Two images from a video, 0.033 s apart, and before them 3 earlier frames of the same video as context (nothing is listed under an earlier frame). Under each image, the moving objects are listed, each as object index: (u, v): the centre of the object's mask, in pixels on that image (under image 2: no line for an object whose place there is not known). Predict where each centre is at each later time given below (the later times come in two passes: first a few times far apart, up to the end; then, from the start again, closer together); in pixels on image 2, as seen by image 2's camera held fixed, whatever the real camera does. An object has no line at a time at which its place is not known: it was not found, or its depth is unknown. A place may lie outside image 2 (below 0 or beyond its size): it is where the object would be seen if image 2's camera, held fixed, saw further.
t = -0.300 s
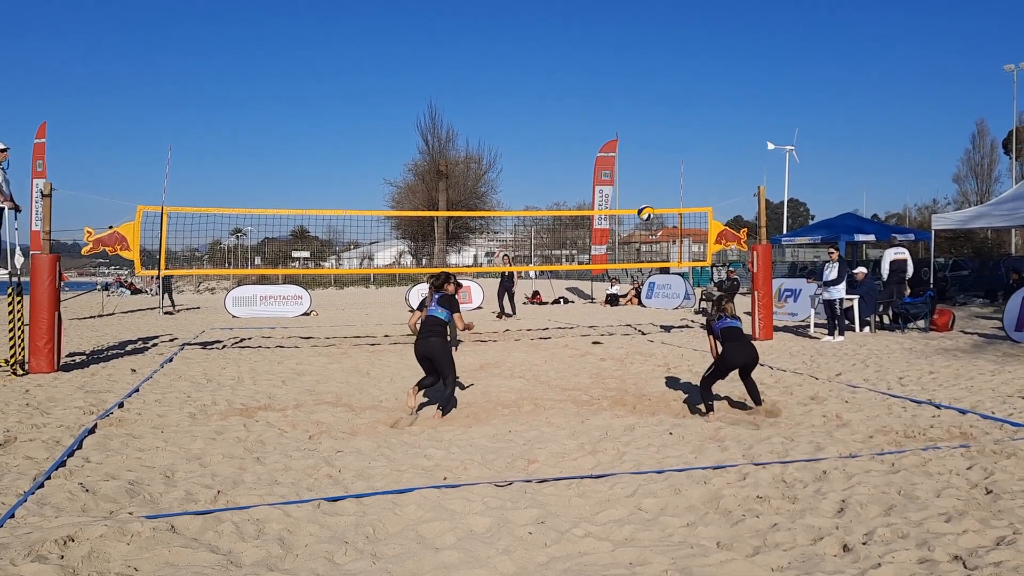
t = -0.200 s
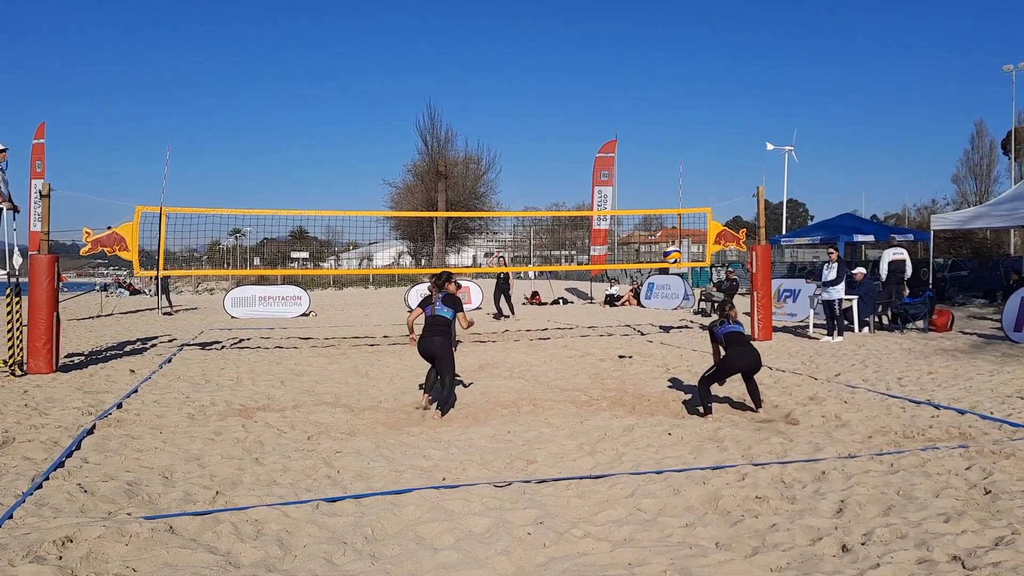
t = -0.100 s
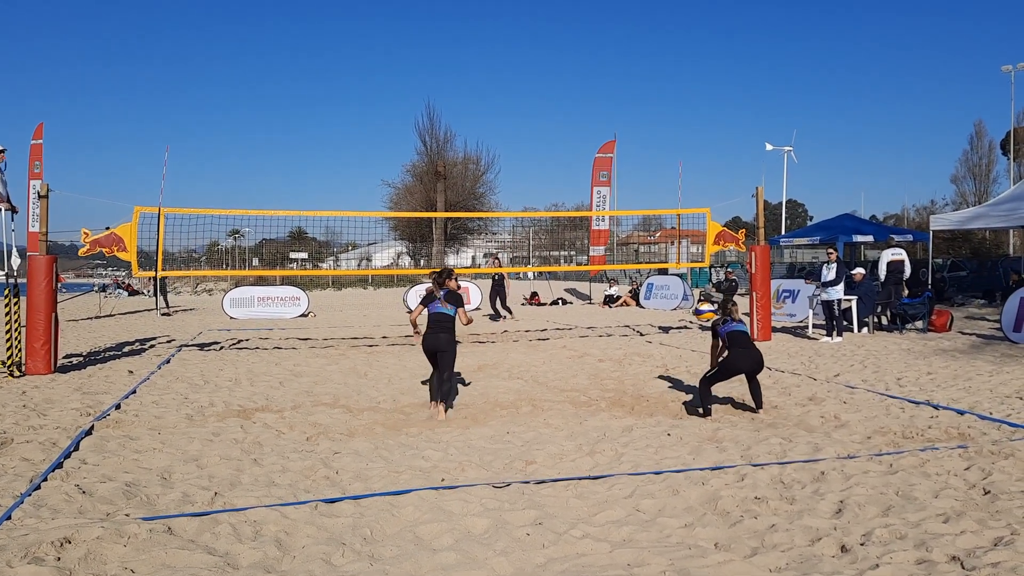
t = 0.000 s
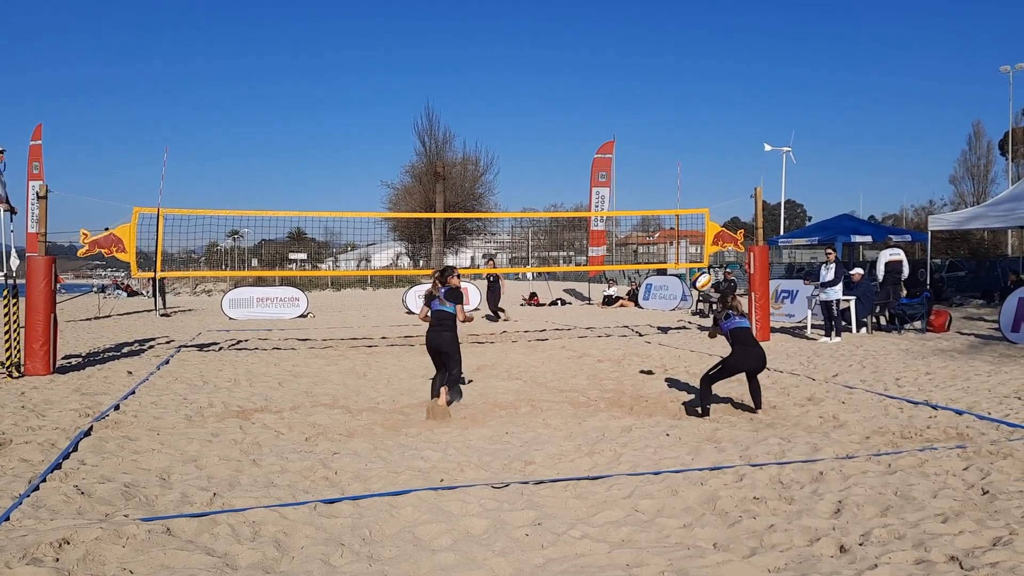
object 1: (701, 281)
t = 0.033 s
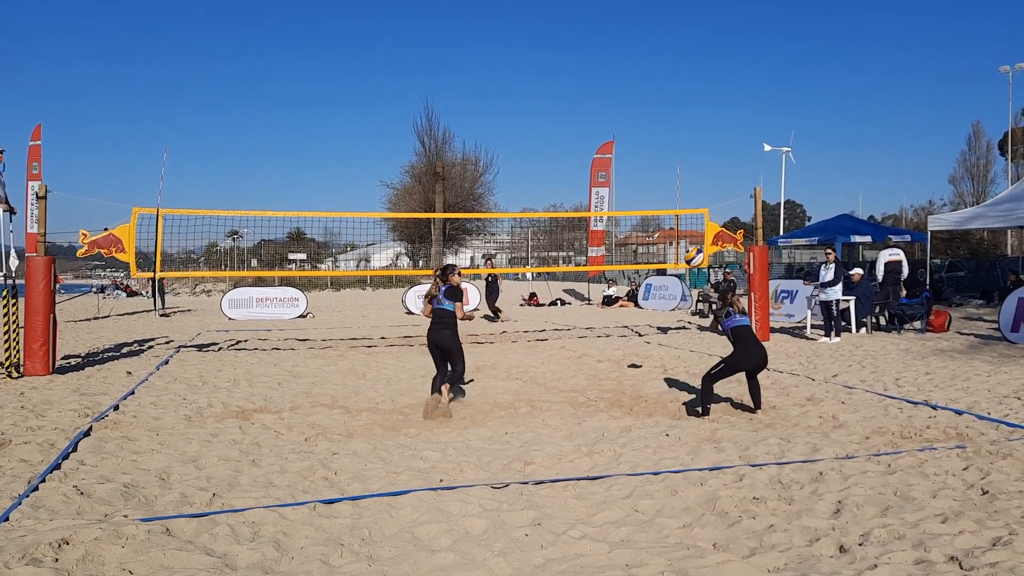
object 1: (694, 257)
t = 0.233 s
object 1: (659, 138)
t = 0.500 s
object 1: (622, 46)
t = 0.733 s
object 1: (598, 18)
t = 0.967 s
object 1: (579, 34)
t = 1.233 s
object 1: (561, 100)
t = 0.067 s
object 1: (688, 234)
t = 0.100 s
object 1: (682, 212)
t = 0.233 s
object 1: (659, 138)
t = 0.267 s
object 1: (654, 122)
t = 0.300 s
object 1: (649, 108)
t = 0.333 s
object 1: (644, 95)
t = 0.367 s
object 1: (640, 83)
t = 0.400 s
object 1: (635, 72)
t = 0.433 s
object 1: (631, 63)
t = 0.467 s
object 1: (626, 54)
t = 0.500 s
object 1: (622, 46)
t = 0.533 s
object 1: (618, 39)
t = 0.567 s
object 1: (615, 33)
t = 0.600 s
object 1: (611, 28)
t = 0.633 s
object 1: (607, 24)
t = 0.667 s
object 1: (604, 22)
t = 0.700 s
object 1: (601, 19)
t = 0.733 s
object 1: (598, 18)
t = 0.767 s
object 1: (595, 18)
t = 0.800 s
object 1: (592, 19)
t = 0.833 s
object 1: (589, 20)
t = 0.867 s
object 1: (586, 22)
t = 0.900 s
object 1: (584, 25)
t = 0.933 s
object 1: (581, 29)
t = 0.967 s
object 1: (579, 34)
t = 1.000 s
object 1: (576, 40)
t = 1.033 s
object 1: (574, 45)
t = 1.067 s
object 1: (572, 53)
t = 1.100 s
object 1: (569, 61)
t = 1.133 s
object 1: (567, 69)
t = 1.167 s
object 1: (565, 79)
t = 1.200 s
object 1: (563, 88)
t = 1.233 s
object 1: (561, 100)
